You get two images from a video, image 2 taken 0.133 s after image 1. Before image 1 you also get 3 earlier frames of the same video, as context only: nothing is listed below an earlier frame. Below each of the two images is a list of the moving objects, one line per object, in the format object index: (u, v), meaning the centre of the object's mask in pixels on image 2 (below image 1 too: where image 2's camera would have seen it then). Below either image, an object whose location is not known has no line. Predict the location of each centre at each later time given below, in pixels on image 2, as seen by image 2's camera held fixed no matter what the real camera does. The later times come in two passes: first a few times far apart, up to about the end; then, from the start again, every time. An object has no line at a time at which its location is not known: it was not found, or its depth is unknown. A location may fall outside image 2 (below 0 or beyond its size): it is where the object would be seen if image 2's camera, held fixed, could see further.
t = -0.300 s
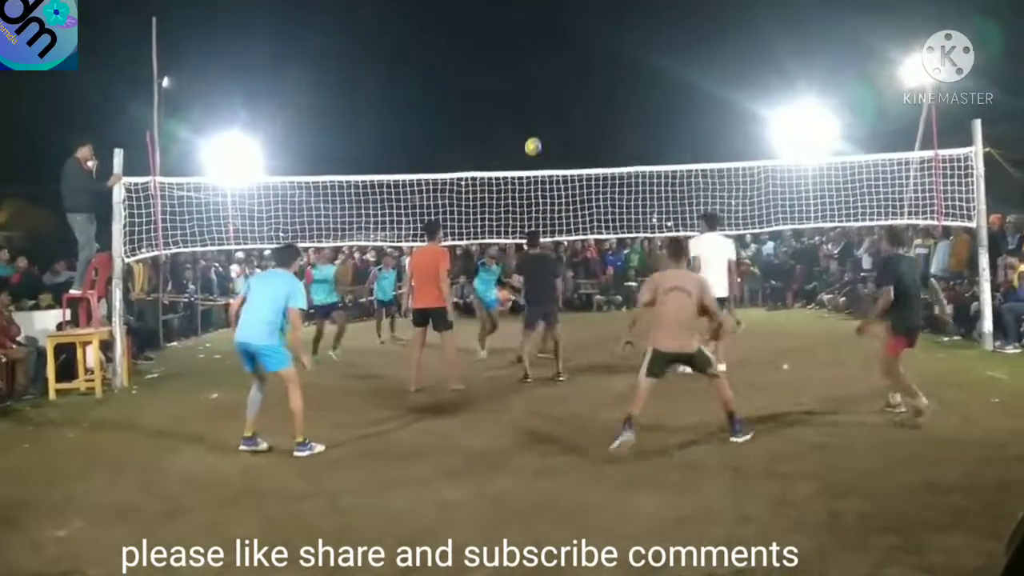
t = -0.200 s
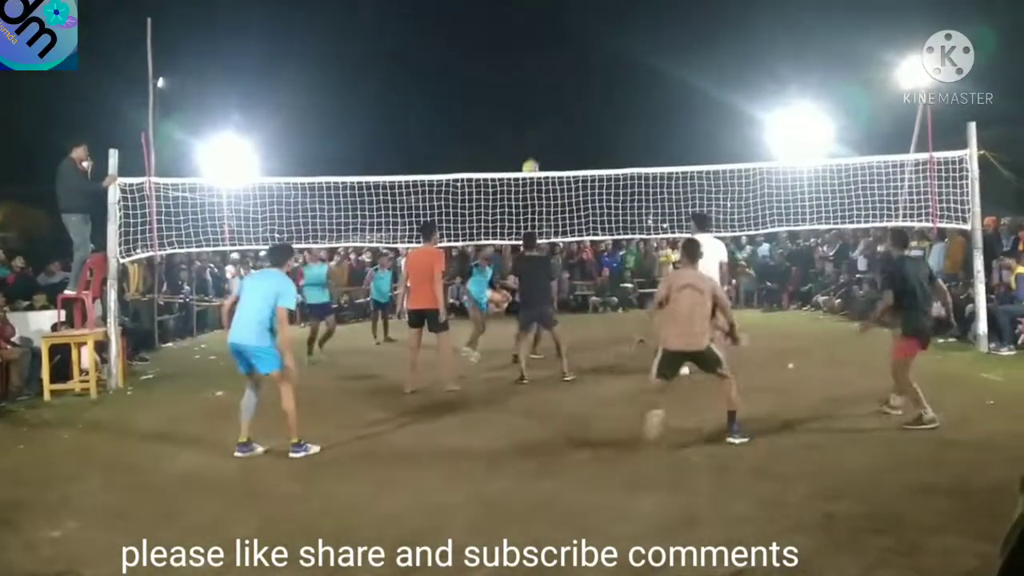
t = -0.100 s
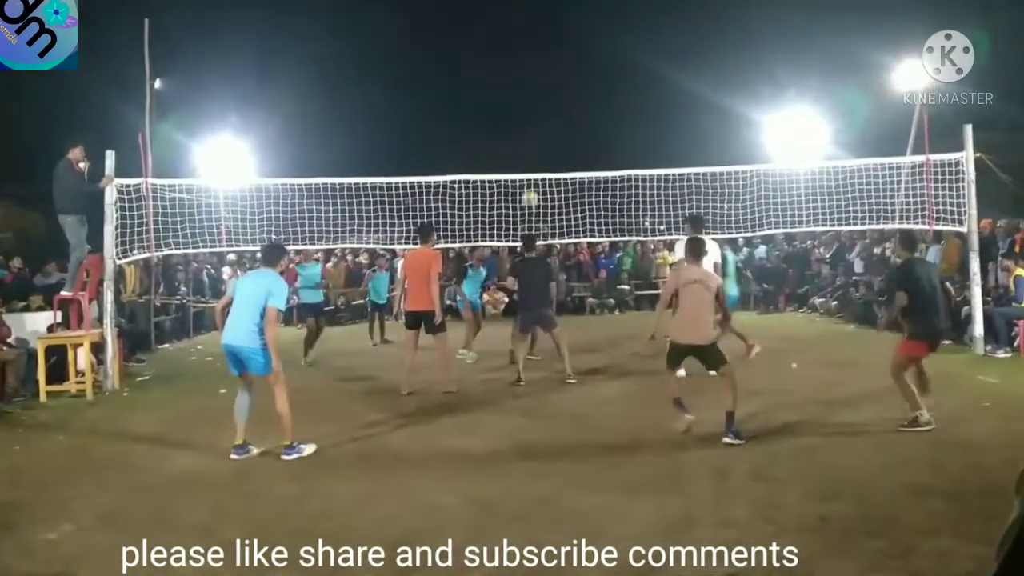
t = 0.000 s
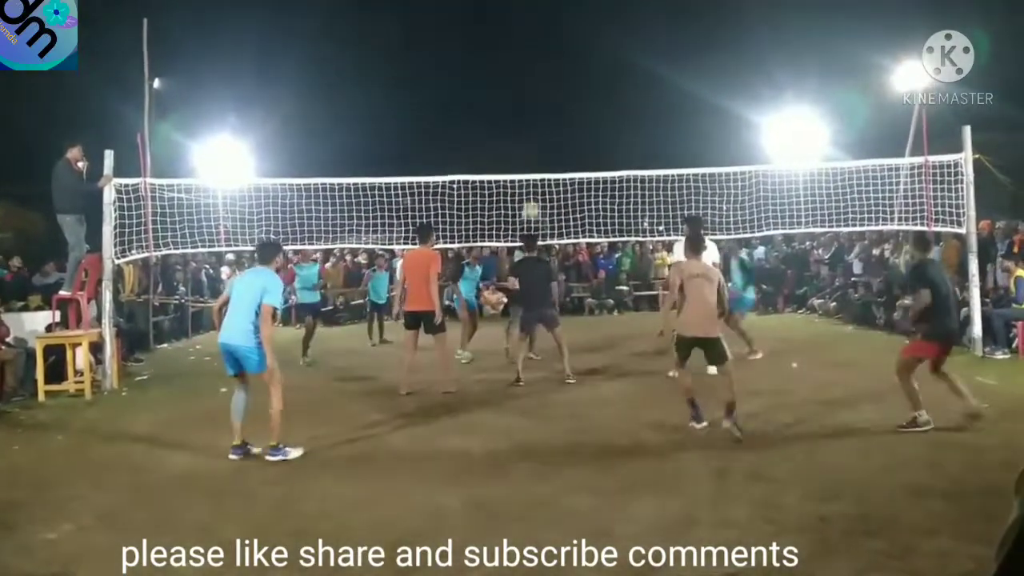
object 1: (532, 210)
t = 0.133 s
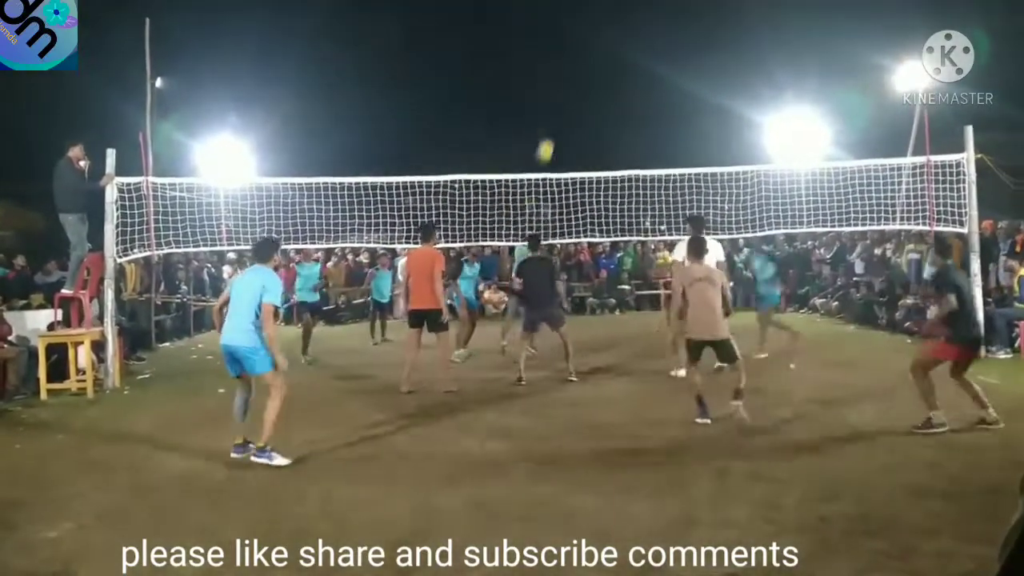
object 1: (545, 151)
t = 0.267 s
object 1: (557, 102)
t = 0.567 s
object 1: (589, 38)
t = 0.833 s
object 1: (617, 42)
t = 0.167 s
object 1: (548, 137)
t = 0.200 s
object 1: (550, 125)
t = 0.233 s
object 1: (554, 113)
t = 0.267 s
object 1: (557, 102)
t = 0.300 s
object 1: (561, 90)
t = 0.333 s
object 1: (565, 81)
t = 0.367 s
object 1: (568, 73)
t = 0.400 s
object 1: (572, 65)
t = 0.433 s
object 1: (575, 59)
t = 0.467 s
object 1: (579, 52)
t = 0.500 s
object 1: (582, 47)
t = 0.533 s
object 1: (586, 42)
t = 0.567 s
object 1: (589, 38)
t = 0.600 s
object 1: (592, 35)
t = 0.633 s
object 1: (596, 34)
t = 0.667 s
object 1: (599, 33)
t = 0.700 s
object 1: (603, 33)
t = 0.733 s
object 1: (606, 34)
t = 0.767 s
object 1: (609, 35)
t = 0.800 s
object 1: (613, 38)
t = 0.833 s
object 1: (617, 42)
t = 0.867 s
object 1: (620, 46)
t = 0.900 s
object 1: (623, 51)
